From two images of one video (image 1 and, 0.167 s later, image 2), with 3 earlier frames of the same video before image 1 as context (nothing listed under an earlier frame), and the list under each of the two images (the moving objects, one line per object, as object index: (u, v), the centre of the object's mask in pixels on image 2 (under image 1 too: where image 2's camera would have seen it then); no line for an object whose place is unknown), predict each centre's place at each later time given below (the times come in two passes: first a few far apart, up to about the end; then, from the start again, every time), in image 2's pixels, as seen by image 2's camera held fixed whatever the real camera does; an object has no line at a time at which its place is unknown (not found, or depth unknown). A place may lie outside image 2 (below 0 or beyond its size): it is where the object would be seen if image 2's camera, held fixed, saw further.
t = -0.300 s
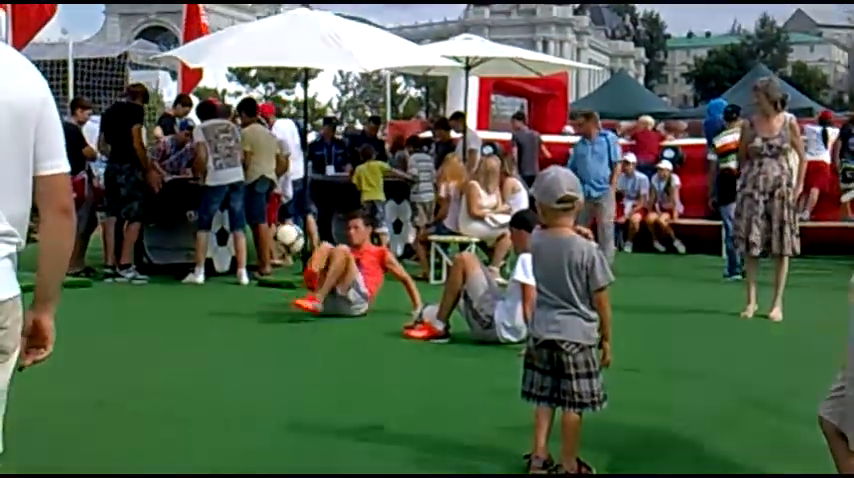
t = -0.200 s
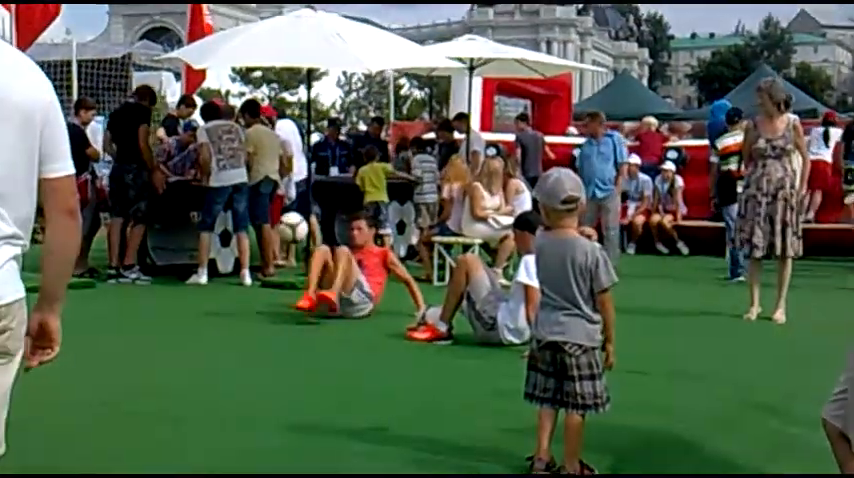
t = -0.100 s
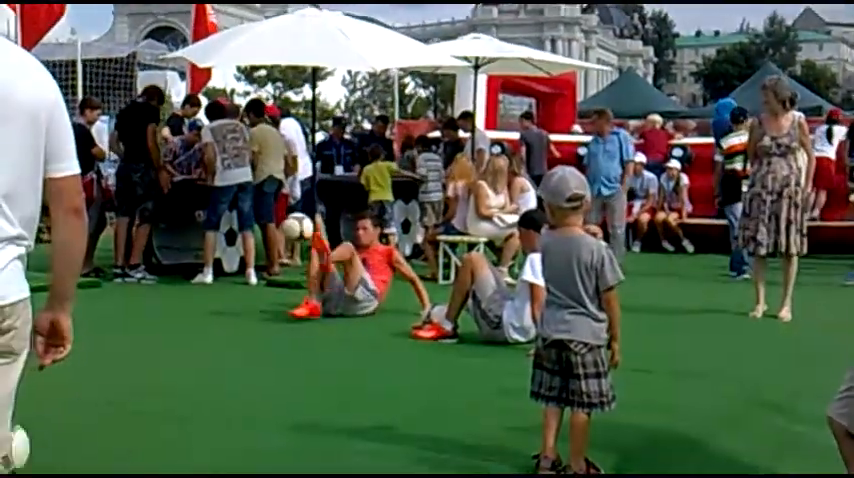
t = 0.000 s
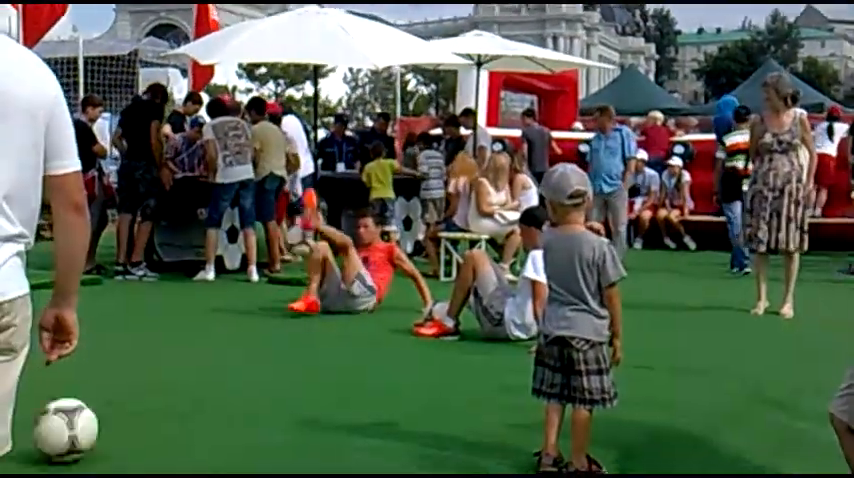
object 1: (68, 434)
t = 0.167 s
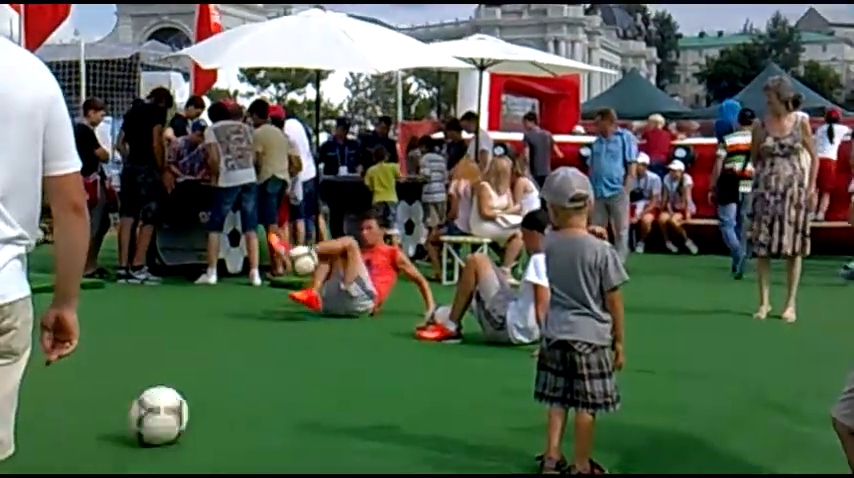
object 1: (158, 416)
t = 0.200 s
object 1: (175, 407)
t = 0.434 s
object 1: (276, 391)
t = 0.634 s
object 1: (349, 377)
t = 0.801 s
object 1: (405, 369)
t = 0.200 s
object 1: (175, 407)
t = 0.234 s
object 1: (190, 404)
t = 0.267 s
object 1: (206, 405)
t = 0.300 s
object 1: (220, 404)
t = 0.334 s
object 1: (236, 396)
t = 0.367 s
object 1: (248, 394)
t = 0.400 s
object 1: (263, 392)
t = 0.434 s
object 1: (276, 391)
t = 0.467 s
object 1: (288, 387)
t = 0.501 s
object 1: (301, 385)
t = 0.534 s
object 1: (315, 383)
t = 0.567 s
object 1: (326, 380)
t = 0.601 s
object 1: (339, 378)
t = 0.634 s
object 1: (349, 377)
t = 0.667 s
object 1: (361, 374)
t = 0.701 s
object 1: (372, 373)
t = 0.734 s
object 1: (382, 372)
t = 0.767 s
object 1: (393, 370)
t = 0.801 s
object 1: (405, 369)
